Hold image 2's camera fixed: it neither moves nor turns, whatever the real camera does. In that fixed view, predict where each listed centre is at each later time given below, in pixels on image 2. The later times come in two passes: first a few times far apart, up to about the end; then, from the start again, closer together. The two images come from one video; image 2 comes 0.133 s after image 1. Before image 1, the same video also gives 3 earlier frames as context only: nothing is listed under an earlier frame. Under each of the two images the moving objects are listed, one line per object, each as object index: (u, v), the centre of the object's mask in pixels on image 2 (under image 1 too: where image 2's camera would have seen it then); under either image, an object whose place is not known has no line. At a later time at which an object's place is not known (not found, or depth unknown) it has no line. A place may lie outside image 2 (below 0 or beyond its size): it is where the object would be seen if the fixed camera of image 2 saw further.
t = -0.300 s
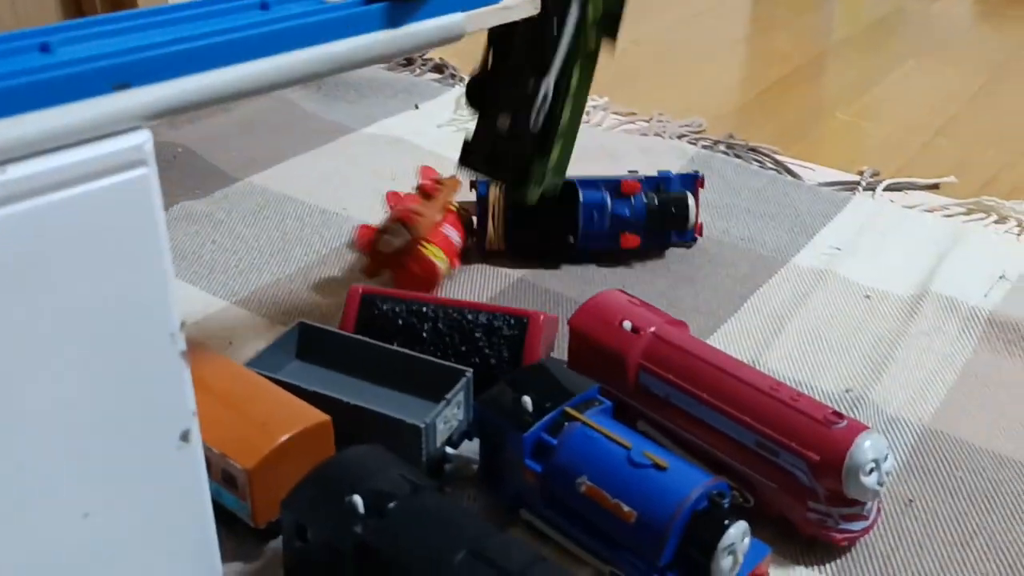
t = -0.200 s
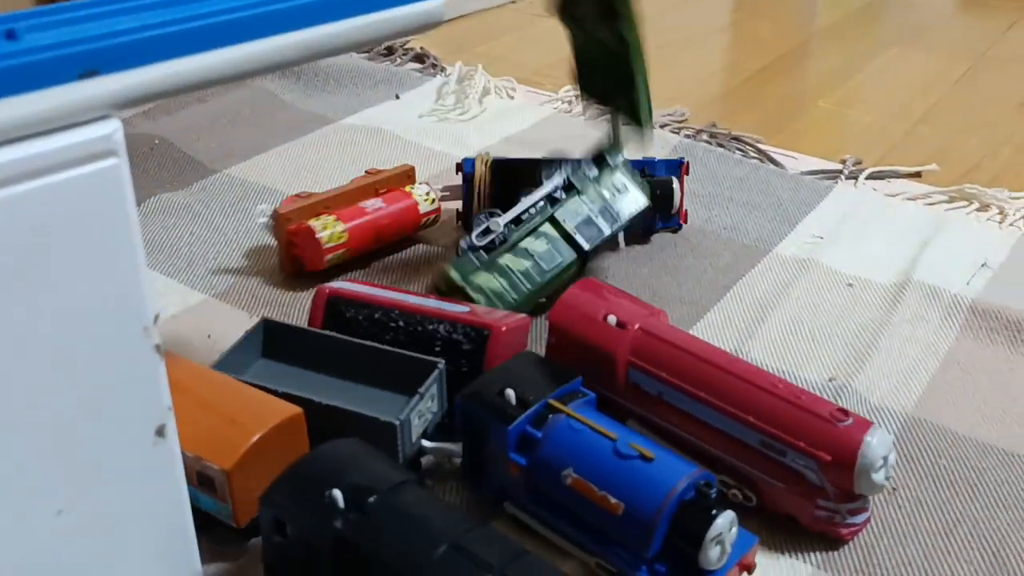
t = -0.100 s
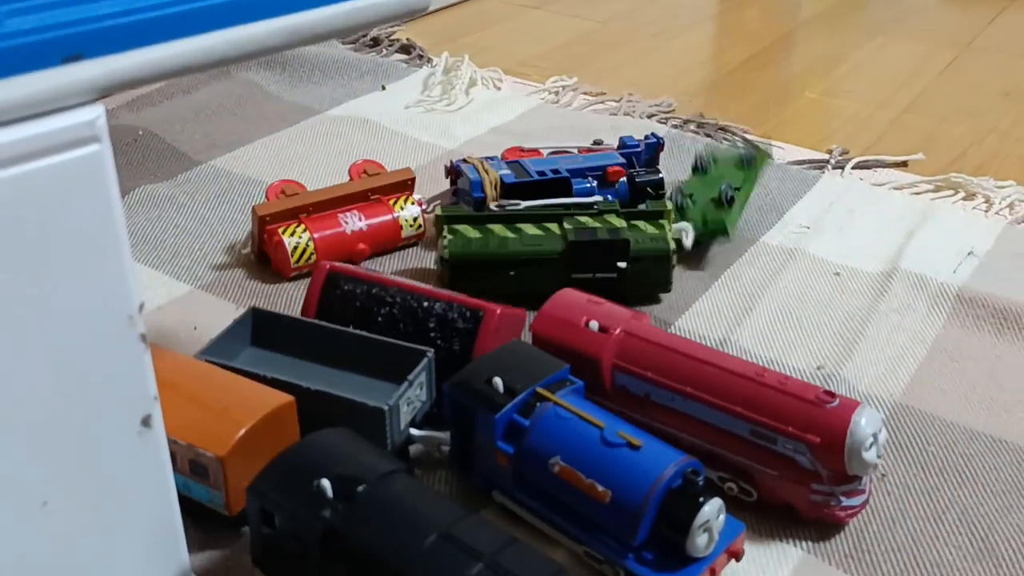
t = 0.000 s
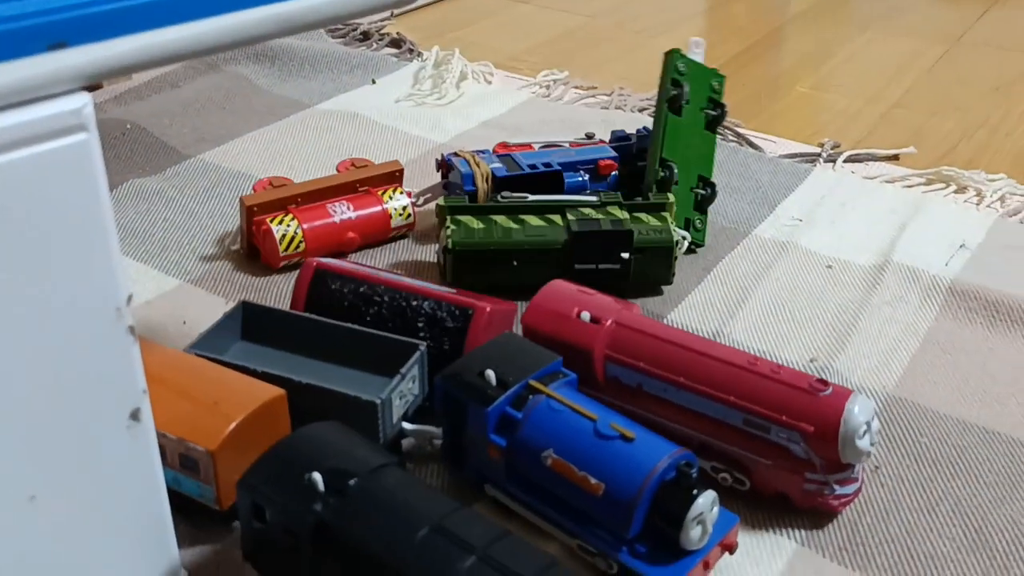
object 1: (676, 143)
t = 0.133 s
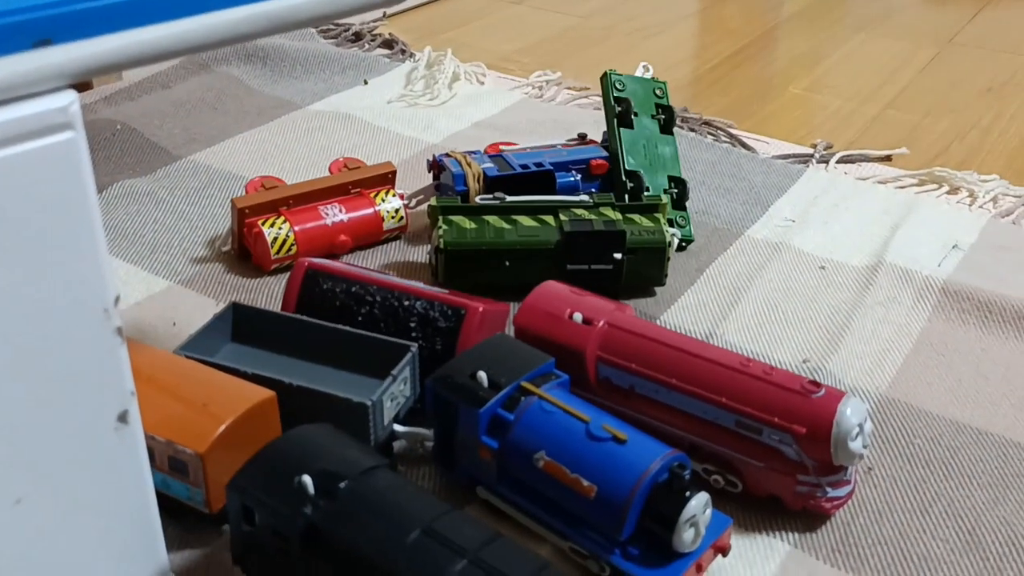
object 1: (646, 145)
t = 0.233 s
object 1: (644, 145)
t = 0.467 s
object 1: (645, 149)
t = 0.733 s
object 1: (645, 149)
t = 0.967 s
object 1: (645, 149)
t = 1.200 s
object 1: (643, 145)
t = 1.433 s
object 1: (639, 140)
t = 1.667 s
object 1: (633, 136)
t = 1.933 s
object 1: (627, 134)
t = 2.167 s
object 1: (625, 134)
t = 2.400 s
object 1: (623, 133)
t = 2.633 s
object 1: (623, 133)
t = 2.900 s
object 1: (622, 133)
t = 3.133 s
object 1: (621, 133)
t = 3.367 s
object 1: (621, 132)
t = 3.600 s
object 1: (619, 132)
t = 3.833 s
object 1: (618, 130)
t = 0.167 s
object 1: (645, 145)
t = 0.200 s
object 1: (645, 145)
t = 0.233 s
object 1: (644, 145)
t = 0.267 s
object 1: (644, 146)
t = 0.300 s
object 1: (645, 148)
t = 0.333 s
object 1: (645, 149)
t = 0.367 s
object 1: (645, 149)
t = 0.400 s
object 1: (644, 149)
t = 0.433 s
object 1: (645, 149)
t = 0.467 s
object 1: (645, 149)
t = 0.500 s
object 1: (644, 149)
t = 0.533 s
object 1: (644, 150)
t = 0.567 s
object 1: (645, 150)
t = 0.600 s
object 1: (645, 149)
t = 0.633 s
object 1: (645, 150)
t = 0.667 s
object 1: (644, 149)
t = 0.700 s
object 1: (645, 149)
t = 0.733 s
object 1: (645, 149)
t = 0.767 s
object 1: (645, 149)
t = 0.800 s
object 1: (644, 149)
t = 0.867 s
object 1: (645, 149)
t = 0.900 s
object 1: (645, 149)
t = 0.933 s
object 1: (645, 149)
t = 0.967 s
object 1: (645, 149)
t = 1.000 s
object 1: (645, 148)
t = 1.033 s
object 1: (645, 148)
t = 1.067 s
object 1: (644, 148)
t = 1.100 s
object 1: (644, 148)
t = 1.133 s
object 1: (644, 147)
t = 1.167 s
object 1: (643, 146)
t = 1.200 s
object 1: (643, 145)
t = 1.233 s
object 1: (642, 144)
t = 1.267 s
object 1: (642, 144)
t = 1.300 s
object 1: (641, 143)
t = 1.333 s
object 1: (641, 142)
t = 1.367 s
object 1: (640, 142)
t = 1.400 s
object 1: (640, 141)
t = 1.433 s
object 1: (639, 140)
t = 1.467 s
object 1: (638, 138)
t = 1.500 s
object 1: (637, 137)
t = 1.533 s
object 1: (636, 137)
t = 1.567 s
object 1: (636, 137)
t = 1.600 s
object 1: (635, 137)
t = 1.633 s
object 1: (634, 136)
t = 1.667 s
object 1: (633, 136)
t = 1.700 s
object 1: (632, 136)
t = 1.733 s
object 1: (631, 136)
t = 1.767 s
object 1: (630, 136)
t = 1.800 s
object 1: (629, 135)
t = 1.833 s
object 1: (629, 135)
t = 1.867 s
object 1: (628, 135)
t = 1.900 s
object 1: (627, 134)
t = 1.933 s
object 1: (627, 134)
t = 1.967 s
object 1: (626, 134)
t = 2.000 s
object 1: (626, 134)
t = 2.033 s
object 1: (625, 134)
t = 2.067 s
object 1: (625, 134)
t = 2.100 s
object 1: (625, 134)
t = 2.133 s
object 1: (625, 134)
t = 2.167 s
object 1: (625, 134)
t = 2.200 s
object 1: (625, 134)
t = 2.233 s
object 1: (624, 134)
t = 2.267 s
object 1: (624, 134)
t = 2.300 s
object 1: (624, 134)
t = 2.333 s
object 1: (624, 133)
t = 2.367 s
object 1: (623, 133)
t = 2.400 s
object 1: (623, 133)
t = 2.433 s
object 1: (623, 133)
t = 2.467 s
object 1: (623, 133)
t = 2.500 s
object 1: (623, 133)
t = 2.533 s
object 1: (623, 132)
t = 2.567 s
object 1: (623, 133)
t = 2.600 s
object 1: (623, 133)
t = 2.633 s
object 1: (623, 133)
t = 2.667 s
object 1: (623, 134)
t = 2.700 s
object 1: (623, 133)
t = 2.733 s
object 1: (623, 133)
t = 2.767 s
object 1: (622, 133)
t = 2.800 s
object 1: (622, 133)
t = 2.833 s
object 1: (622, 133)
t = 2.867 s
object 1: (622, 133)
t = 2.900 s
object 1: (622, 133)
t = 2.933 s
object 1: (622, 133)
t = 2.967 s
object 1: (622, 133)
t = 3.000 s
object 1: (621, 133)
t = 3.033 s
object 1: (621, 133)
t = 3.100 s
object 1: (621, 133)
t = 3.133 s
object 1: (621, 133)
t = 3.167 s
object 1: (621, 132)
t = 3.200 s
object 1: (621, 133)
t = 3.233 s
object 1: (621, 133)
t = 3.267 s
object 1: (621, 132)
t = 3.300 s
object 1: (621, 132)
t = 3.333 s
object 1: (621, 132)
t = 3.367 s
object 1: (621, 132)
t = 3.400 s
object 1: (620, 132)
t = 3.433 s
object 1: (620, 132)
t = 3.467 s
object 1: (620, 132)
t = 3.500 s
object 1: (620, 132)
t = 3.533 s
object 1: (620, 132)
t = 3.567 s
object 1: (620, 132)
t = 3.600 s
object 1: (619, 132)
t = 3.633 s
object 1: (619, 131)
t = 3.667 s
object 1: (619, 131)
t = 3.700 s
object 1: (619, 131)
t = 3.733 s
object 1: (619, 131)
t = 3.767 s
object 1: (619, 132)
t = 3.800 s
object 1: (619, 131)
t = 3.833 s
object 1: (618, 130)
